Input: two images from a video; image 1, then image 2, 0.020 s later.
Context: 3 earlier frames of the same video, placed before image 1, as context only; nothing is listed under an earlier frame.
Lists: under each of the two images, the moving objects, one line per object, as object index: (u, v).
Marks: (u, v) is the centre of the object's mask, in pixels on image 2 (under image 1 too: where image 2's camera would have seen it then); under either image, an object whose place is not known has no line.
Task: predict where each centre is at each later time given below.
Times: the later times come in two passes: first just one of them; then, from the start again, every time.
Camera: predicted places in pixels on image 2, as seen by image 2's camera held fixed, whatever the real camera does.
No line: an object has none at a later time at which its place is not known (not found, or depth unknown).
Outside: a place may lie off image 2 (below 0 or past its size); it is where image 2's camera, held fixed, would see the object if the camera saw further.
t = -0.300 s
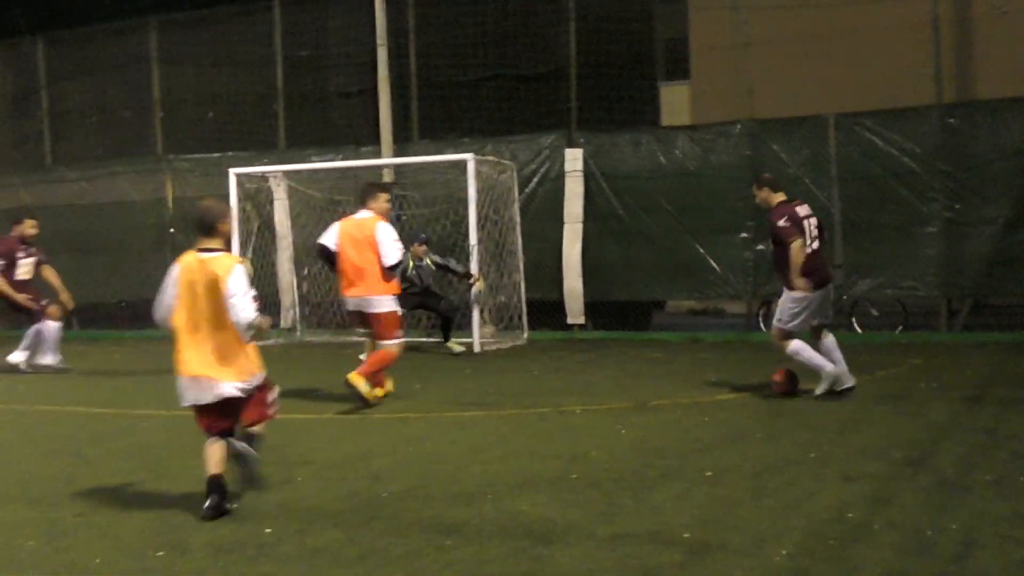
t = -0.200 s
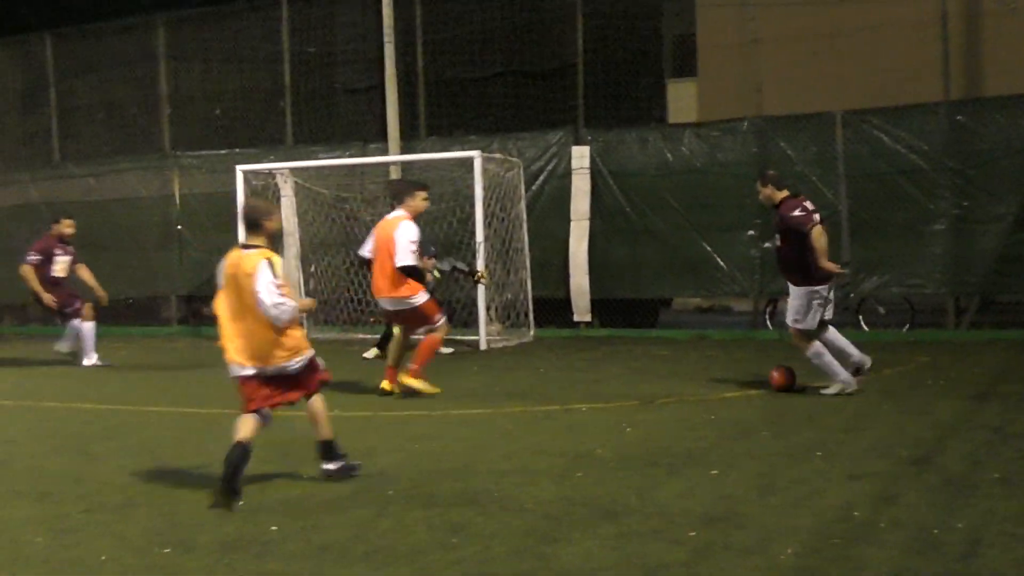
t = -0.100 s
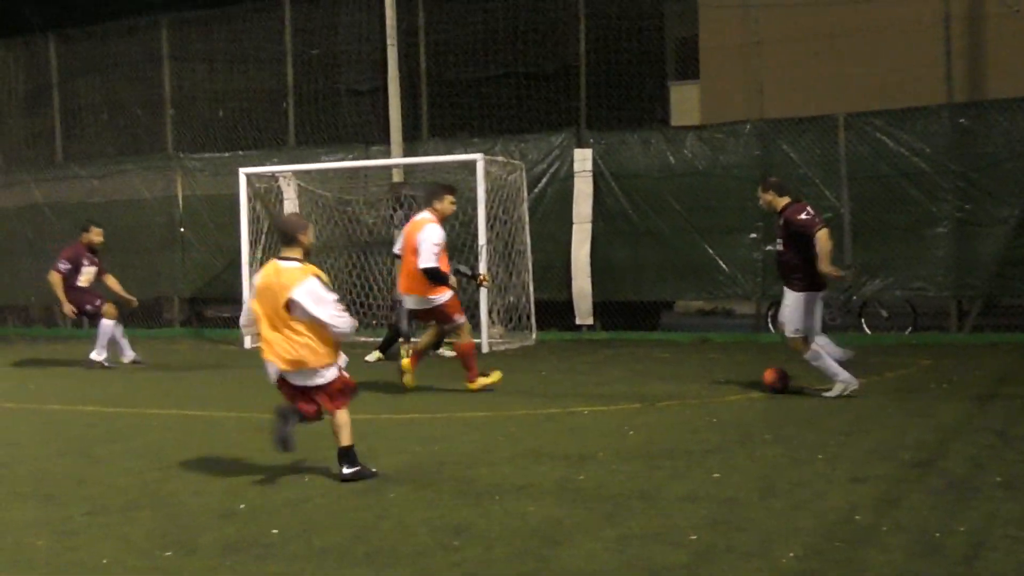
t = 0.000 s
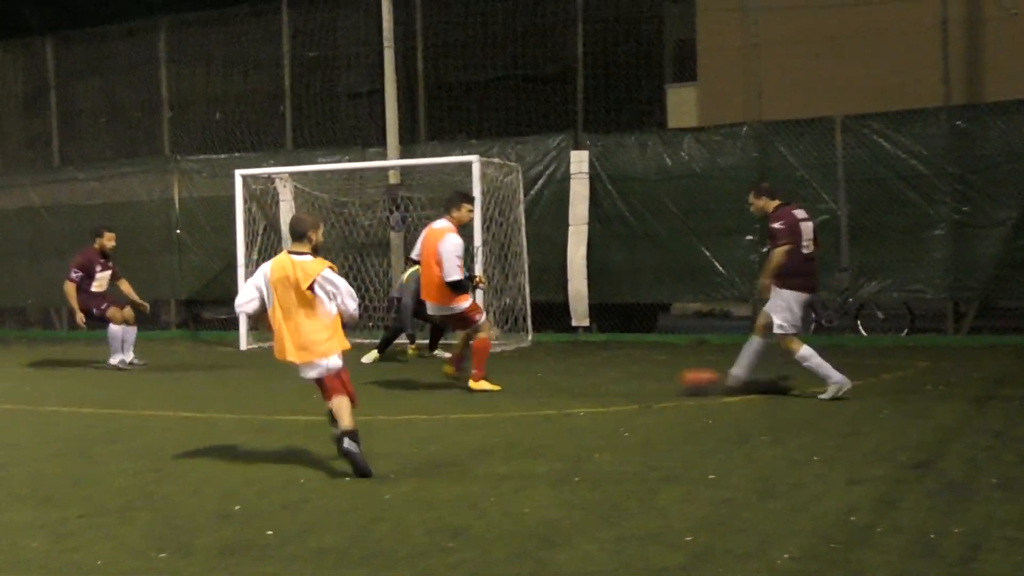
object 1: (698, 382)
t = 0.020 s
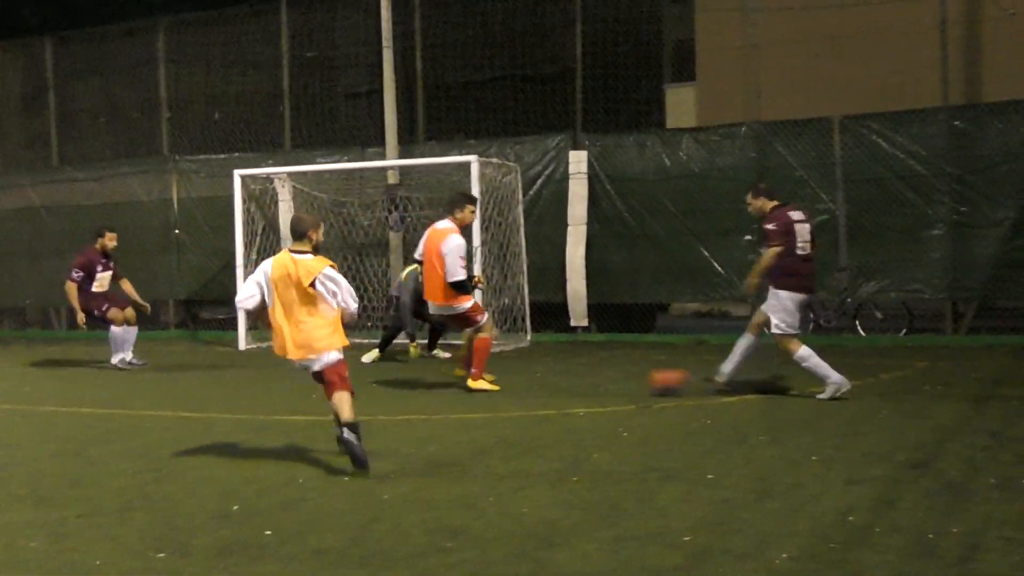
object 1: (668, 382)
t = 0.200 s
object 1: (420, 390)
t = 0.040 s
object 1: (640, 382)
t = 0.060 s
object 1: (611, 385)
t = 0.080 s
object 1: (583, 386)
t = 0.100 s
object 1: (555, 387)
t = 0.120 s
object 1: (529, 388)
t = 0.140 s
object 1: (504, 389)
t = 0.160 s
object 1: (471, 390)
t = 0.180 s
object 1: (446, 390)
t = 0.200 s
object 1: (420, 390)
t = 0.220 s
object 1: (396, 389)
